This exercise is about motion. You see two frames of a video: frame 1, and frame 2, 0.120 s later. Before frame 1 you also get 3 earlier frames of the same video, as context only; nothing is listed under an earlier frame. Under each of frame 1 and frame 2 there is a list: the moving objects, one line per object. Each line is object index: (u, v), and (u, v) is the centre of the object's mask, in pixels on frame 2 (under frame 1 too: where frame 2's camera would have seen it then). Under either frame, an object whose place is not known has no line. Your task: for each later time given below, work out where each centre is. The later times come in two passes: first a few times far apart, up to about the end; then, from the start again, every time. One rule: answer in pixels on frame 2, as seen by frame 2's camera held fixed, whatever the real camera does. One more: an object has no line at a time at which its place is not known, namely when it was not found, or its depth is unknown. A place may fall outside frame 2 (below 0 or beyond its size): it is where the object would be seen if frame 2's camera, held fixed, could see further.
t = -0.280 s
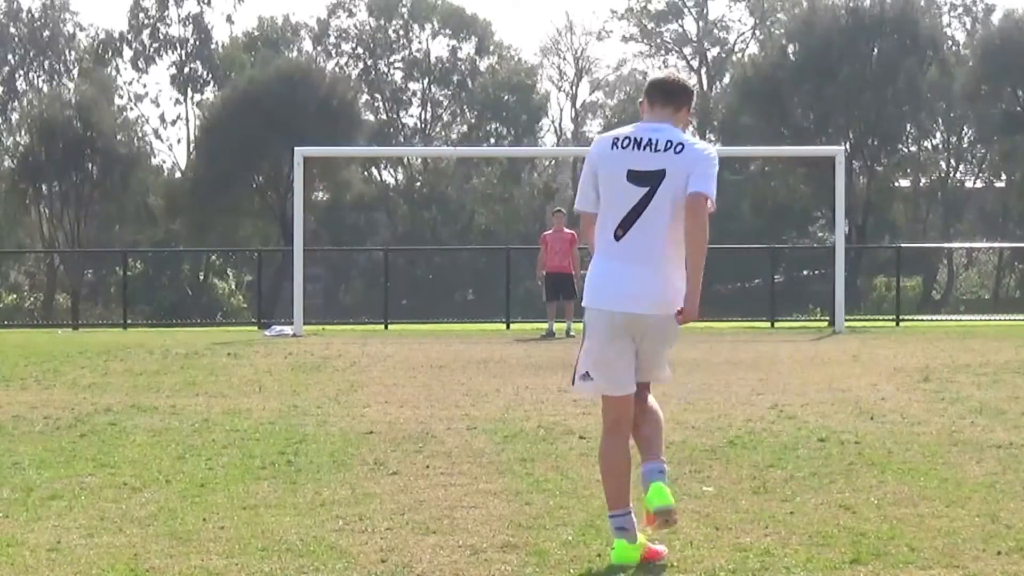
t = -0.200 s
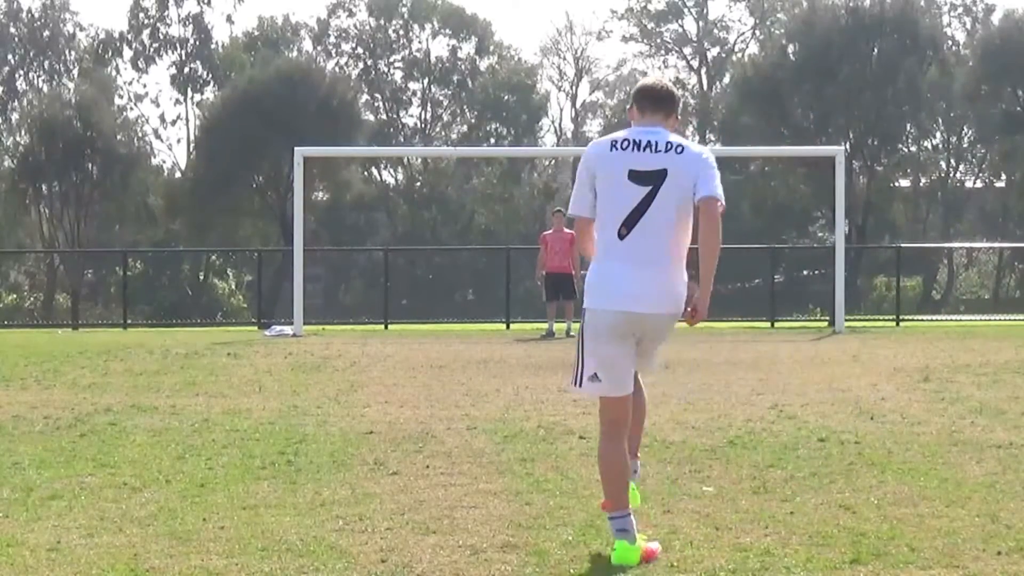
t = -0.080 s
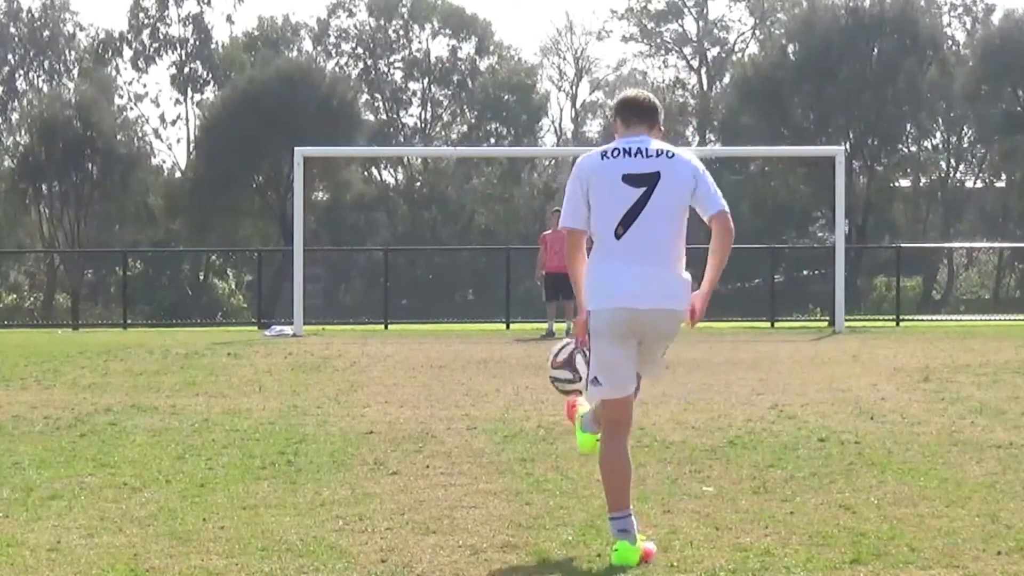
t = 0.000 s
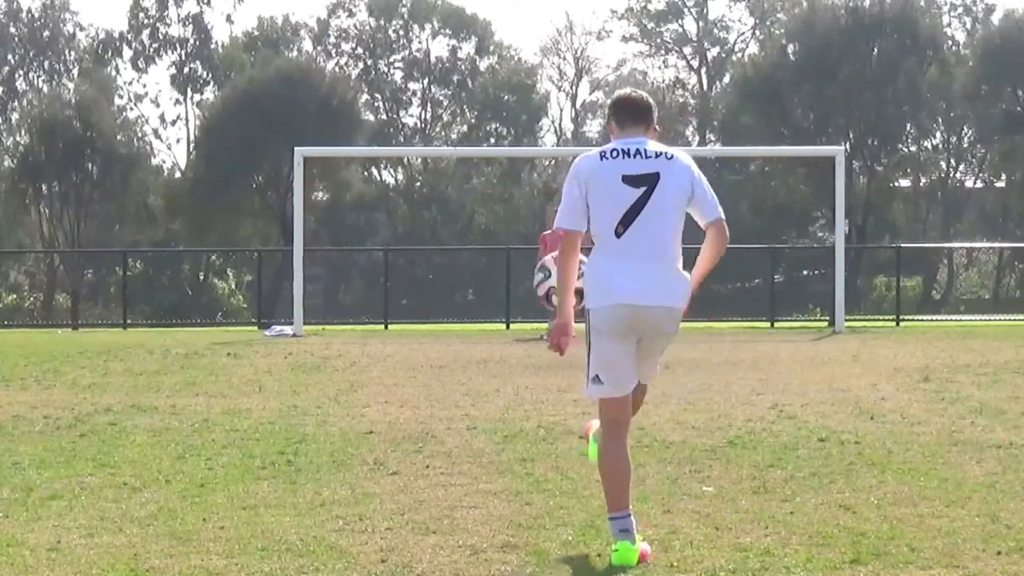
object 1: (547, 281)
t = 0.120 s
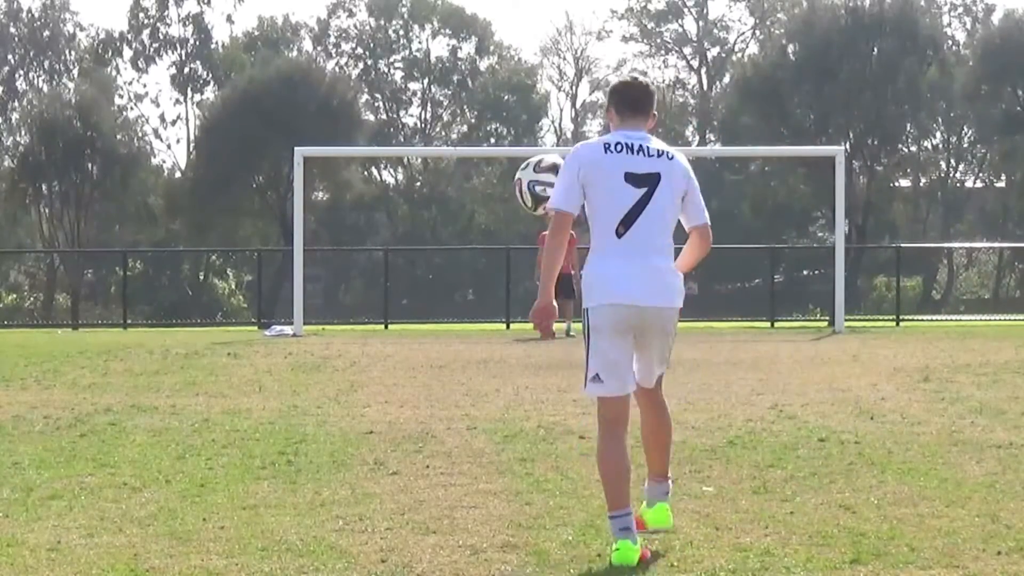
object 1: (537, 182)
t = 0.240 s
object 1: (525, 129)
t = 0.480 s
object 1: (488, 132)
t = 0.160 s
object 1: (536, 161)
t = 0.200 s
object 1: (533, 143)
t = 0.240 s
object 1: (525, 129)
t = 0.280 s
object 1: (520, 120)
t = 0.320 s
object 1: (514, 114)
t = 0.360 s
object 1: (507, 112)
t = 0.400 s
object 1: (501, 115)
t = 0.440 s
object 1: (494, 122)
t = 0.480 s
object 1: (488, 132)
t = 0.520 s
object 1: (482, 148)
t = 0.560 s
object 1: (475, 166)
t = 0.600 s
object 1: (469, 190)
